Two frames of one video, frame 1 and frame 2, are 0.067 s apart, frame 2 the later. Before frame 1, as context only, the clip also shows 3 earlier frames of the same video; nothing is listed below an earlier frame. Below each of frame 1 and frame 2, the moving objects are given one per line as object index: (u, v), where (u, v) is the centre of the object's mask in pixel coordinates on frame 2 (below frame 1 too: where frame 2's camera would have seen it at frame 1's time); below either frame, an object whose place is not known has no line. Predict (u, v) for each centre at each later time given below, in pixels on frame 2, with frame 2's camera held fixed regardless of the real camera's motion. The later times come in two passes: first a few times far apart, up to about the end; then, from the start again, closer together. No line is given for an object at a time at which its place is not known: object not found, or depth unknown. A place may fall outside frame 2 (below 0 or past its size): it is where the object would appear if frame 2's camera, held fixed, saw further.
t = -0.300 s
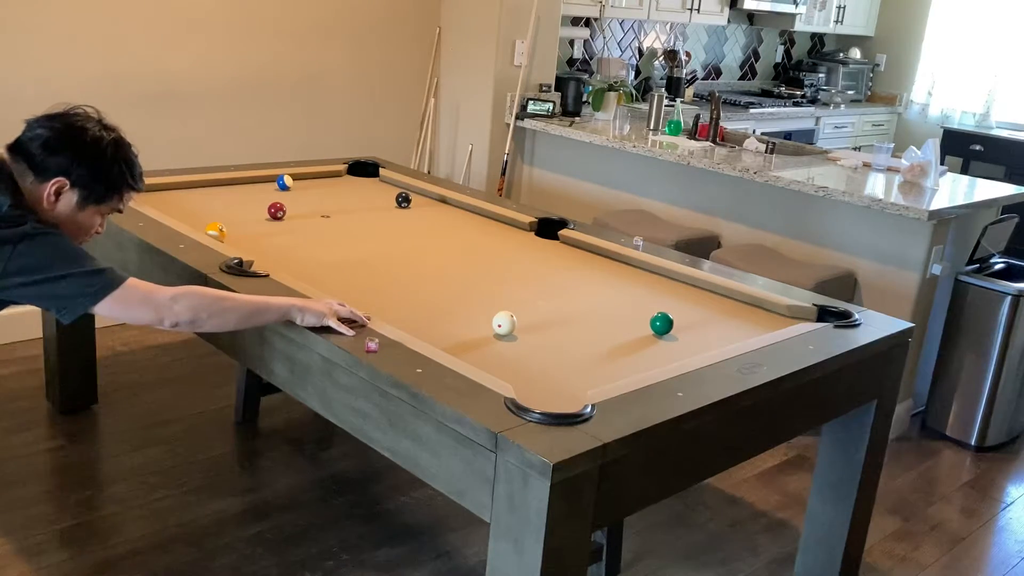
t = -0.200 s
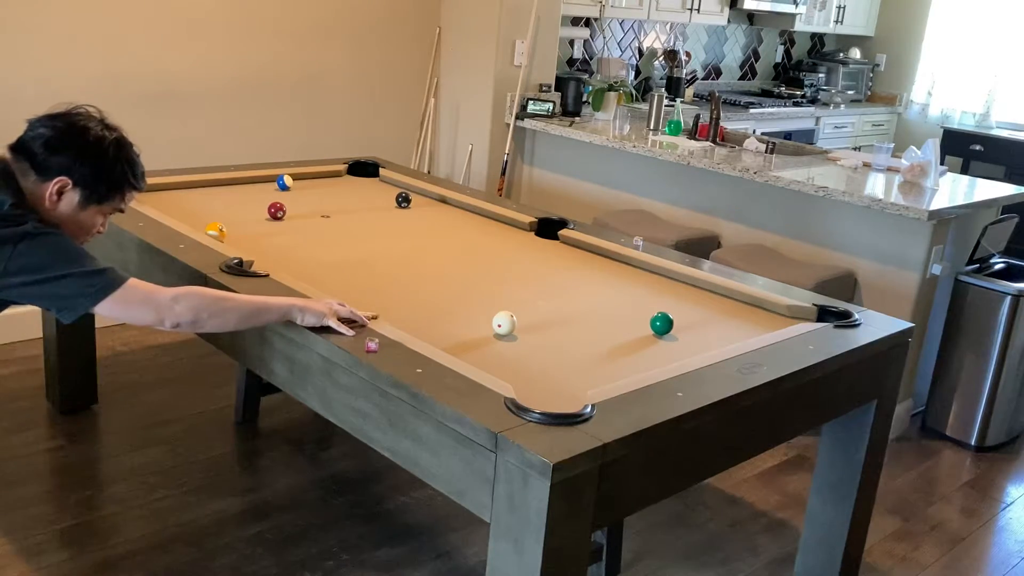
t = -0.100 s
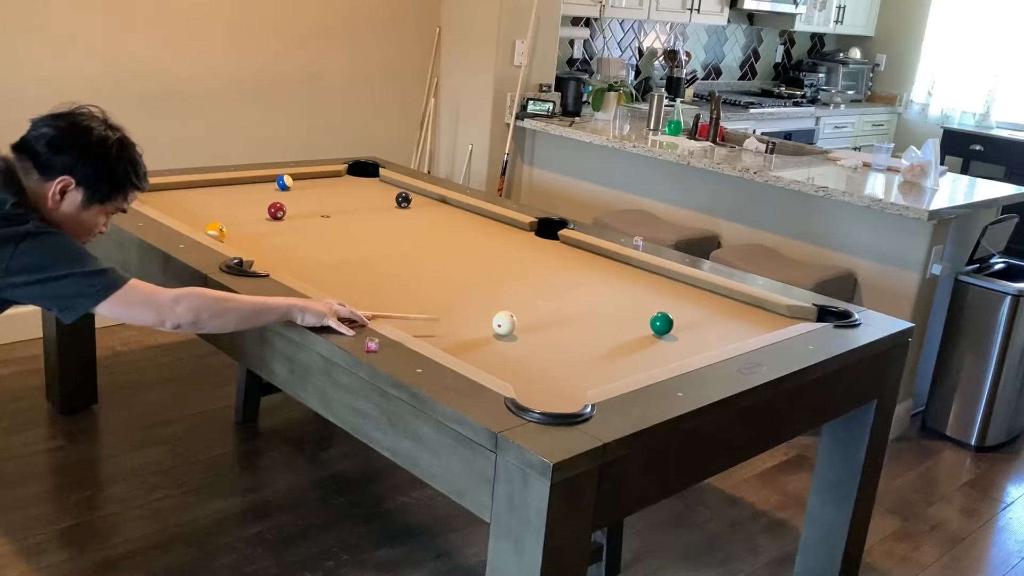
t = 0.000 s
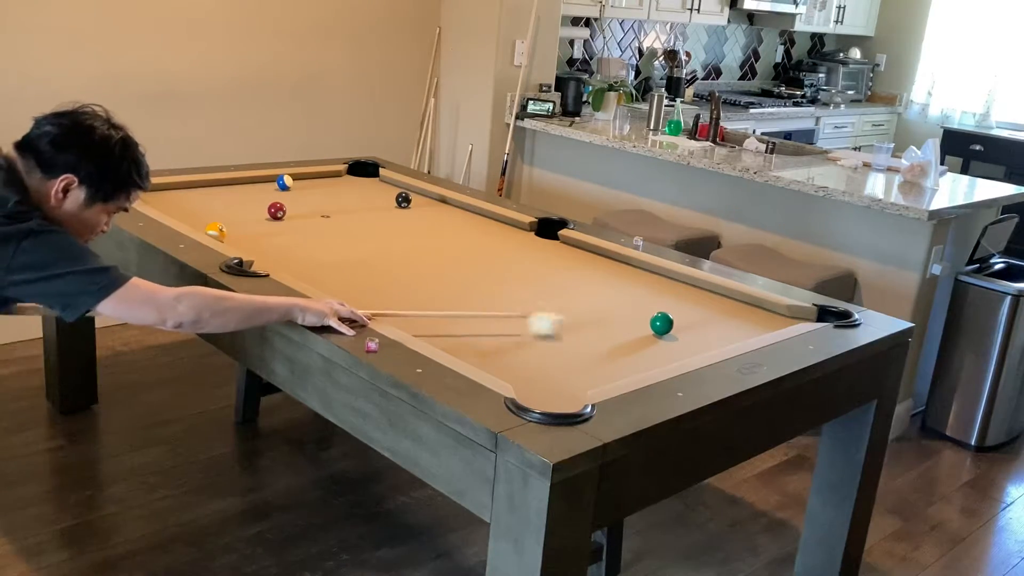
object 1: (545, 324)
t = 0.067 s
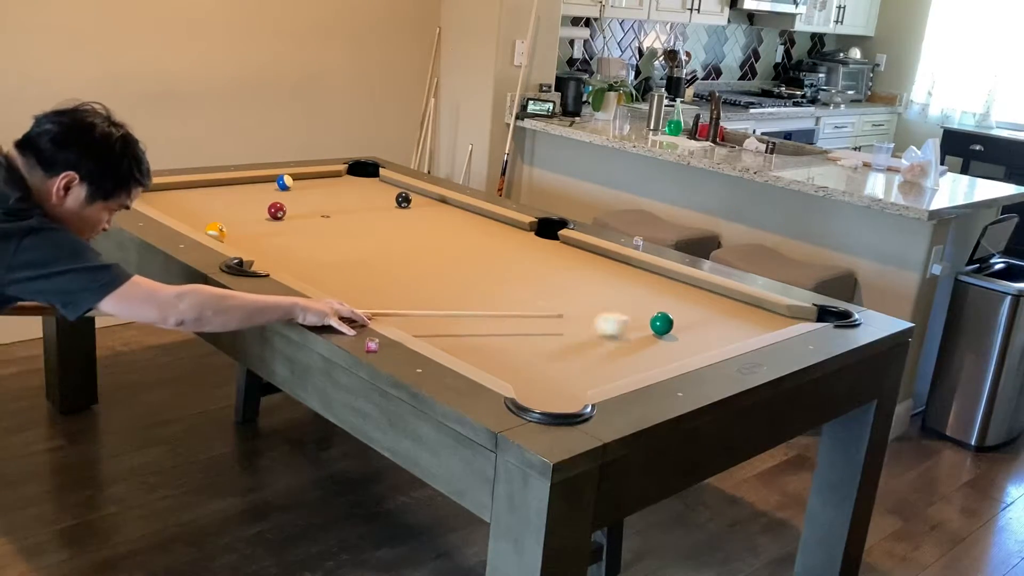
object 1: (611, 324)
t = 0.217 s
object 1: (655, 328)
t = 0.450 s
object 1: (716, 336)
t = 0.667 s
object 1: (746, 328)
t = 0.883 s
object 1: (755, 315)
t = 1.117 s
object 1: (757, 303)
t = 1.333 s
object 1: (722, 299)
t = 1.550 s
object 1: (688, 295)
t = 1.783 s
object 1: (654, 291)
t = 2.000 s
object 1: (625, 286)
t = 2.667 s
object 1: (546, 276)
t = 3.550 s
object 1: (467, 265)
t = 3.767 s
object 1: (452, 263)
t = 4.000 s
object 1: (437, 260)
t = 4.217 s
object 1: (426, 259)
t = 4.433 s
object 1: (415, 257)
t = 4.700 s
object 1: (405, 255)
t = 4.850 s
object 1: (400, 255)
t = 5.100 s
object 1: (393, 254)
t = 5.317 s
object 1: (389, 253)
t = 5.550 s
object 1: (386, 252)
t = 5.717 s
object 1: (385, 252)
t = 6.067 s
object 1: (386, 252)
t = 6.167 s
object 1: (386, 252)
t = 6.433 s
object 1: (386, 252)
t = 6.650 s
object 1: (386, 252)
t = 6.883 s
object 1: (386, 252)
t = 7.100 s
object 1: (386, 252)
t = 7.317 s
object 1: (386, 252)
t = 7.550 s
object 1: (386, 252)
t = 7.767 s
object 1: (386, 252)
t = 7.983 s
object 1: (386, 252)
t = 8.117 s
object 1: (386, 252)
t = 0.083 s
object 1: (625, 324)
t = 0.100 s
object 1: (638, 325)
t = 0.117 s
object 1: (642, 325)
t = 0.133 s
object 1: (643, 326)
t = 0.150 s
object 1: (645, 326)
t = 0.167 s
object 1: (647, 327)
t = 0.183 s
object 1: (649, 327)
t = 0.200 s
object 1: (652, 328)
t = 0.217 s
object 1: (655, 328)
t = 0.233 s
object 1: (658, 329)
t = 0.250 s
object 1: (662, 330)
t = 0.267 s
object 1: (666, 330)
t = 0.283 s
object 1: (670, 330)
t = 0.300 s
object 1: (675, 331)
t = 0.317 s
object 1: (680, 331)
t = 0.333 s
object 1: (684, 332)
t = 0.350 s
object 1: (689, 333)
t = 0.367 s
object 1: (693, 333)
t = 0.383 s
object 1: (698, 334)
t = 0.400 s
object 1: (702, 334)
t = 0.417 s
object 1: (707, 335)
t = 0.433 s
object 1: (711, 335)
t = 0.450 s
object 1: (716, 336)
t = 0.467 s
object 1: (720, 336)
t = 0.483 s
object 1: (724, 336)
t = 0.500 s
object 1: (729, 335)
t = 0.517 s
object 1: (733, 336)
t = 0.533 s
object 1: (737, 335)
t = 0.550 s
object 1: (740, 335)
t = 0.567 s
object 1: (741, 334)
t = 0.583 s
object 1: (743, 332)
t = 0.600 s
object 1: (743, 332)
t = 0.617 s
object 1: (744, 331)
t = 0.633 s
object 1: (744, 330)
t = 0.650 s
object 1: (745, 329)
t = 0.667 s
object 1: (746, 328)
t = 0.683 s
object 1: (747, 328)
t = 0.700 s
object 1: (747, 327)
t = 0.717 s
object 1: (748, 326)
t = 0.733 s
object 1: (749, 325)
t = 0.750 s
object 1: (750, 324)
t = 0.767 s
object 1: (751, 322)
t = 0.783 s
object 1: (752, 321)
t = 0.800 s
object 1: (752, 320)
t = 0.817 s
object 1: (752, 319)
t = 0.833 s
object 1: (753, 318)
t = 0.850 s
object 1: (754, 317)
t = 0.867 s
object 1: (755, 316)
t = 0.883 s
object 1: (755, 315)
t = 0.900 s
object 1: (756, 314)
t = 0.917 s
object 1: (757, 313)
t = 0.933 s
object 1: (757, 312)
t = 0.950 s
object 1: (758, 311)
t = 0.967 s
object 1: (759, 310)
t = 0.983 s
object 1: (759, 309)
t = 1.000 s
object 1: (760, 308)
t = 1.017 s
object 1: (761, 308)
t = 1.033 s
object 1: (762, 307)
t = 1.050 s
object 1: (763, 306)
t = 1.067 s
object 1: (764, 305)
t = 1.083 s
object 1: (763, 304)
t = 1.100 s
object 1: (760, 304)
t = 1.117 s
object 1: (757, 303)
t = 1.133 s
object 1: (754, 303)
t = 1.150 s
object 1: (752, 303)
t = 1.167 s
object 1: (749, 303)
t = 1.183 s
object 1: (746, 302)
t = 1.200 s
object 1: (743, 302)
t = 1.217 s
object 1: (740, 301)
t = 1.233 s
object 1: (738, 301)
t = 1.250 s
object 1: (735, 301)
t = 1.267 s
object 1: (732, 300)
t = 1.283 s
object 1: (730, 300)
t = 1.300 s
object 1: (727, 300)
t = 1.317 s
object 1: (725, 300)
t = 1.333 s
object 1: (722, 299)
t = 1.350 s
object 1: (719, 299)
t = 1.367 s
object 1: (716, 299)
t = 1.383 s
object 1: (713, 298)
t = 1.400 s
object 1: (711, 298)
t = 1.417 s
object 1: (709, 297)
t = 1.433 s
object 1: (705, 297)
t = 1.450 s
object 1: (703, 297)
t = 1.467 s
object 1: (701, 297)
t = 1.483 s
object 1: (698, 296)
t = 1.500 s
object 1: (696, 295)
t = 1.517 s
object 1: (693, 296)
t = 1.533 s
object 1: (691, 295)
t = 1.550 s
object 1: (688, 295)
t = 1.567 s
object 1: (686, 295)
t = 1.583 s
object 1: (683, 294)
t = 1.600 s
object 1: (681, 294)
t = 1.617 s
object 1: (678, 294)
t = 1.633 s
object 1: (676, 293)
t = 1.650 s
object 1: (673, 293)
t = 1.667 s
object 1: (671, 293)
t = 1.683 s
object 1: (669, 293)
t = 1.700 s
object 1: (666, 292)
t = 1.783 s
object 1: (654, 291)
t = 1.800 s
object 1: (652, 290)
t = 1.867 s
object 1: (642, 289)
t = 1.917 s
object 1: (635, 288)
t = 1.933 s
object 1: (633, 288)
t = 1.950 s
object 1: (631, 287)
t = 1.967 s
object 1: (629, 287)
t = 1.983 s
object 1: (627, 287)
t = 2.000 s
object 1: (625, 286)
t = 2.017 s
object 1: (623, 286)
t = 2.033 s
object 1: (621, 286)
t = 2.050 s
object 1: (619, 286)
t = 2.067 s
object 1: (616, 286)
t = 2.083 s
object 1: (614, 285)
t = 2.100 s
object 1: (612, 285)
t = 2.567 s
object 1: (556, 278)
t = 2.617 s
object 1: (550, 277)
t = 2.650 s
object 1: (547, 276)
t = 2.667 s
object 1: (546, 276)
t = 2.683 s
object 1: (544, 276)
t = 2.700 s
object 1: (543, 277)
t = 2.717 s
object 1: (543, 280)
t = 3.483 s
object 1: (472, 266)
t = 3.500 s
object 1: (471, 265)
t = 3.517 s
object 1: (470, 265)
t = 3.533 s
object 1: (468, 265)
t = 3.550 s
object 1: (467, 265)
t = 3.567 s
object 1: (466, 265)
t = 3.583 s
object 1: (465, 264)
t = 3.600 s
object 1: (463, 264)
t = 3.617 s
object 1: (462, 264)
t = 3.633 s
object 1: (461, 264)
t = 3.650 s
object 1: (460, 264)
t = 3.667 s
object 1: (458, 263)
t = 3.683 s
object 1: (457, 263)
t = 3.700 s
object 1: (456, 263)
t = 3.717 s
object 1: (455, 263)
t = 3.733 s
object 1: (454, 263)
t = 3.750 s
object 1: (453, 263)
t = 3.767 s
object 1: (452, 263)
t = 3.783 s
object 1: (451, 262)
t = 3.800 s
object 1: (450, 262)
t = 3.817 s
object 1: (448, 262)
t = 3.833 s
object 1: (448, 262)
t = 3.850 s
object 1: (446, 262)
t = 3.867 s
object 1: (445, 262)
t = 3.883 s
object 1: (445, 262)
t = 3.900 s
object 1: (444, 262)
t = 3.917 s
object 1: (442, 261)
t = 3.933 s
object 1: (441, 261)
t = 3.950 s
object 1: (440, 261)
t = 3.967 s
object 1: (439, 261)
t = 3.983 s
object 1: (438, 261)
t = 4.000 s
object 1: (437, 260)
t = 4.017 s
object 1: (437, 260)
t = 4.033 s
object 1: (435, 260)
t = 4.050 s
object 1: (434, 260)
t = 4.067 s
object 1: (433, 260)
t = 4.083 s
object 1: (433, 260)
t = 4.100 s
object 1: (432, 259)
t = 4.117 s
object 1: (431, 259)
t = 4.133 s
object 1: (430, 259)
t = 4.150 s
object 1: (429, 259)
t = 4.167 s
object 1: (428, 259)
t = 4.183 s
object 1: (427, 259)
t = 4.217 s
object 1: (426, 259)
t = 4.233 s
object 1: (425, 259)
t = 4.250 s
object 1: (424, 258)
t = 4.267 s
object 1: (423, 258)
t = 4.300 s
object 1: (421, 258)
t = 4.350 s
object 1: (419, 258)
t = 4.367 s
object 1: (418, 257)
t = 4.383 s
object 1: (418, 257)
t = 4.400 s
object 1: (417, 257)
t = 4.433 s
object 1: (415, 257)
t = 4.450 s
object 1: (414, 257)
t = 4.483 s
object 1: (413, 257)
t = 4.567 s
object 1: (410, 256)
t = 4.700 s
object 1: (405, 255)
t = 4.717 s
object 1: (404, 255)
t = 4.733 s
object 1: (403, 255)
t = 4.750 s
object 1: (403, 255)
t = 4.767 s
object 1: (402, 255)
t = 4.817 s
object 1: (401, 255)
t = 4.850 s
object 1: (400, 255)
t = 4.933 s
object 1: (397, 254)
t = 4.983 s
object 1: (396, 254)
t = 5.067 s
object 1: (394, 254)
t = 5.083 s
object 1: (393, 254)
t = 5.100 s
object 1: (393, 254)
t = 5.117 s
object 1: (393, 254)
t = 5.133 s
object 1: (392, 254)
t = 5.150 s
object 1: (392, 254)
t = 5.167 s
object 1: (392, 254)
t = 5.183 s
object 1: (391, 253)
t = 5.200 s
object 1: (391, 253)
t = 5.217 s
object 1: (391, 253)
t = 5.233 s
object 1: (390, 253)
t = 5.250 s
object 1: (390, 253)
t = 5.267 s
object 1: (390, 253)
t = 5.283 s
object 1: (389, 253)
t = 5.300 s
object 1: (389, 253)
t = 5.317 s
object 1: (389, 253)
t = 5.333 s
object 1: (388, 253)
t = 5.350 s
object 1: (388, 253)
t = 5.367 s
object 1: (388, 253)
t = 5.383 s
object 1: (388, 253)
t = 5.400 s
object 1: (387, 253)
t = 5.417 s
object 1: (387, 252)
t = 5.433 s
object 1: (387, 252)
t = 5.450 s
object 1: (387, 252)
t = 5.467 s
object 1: (387, 252)
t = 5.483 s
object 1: (386, 252)
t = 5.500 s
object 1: (386, 252)
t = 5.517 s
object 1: (386, 252)
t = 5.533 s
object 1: (386, 252)
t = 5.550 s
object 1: (386, 252)
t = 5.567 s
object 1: (386, 252)
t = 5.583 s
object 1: (386, 252)
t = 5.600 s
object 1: (385, 252)
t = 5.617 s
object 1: (385, 252)
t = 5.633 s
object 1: (385, 252)
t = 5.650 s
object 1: (385, 252)
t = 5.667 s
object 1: (385, 252)
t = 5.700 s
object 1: (385, 252)
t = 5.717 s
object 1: (385, 252)
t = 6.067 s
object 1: (386, 252)
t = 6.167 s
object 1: (386, 252)
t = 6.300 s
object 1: (386, 252)
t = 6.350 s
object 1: (386, 252)
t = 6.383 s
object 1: (386, 252)
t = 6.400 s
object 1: (386, 252)
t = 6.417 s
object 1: (386, 252)
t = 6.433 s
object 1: (386, 252)
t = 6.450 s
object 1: (386, 252)
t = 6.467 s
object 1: (386, 252)
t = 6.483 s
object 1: (386, 252)
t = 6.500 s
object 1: (386, 252)
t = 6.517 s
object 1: (386, 252)
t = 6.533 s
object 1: (386, 252)
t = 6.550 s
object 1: (386, 252)
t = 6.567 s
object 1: (386, 252)
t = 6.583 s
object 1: (386, 252)
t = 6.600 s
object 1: (386, 252)
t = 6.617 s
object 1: (386, 252)
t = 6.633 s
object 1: (386, 252)
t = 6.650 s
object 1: (386, 252)
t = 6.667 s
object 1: (386, 252)
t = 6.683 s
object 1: (386, 252)
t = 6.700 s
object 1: (386, 252)
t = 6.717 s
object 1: (386, 252)
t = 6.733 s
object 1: (386, 252)
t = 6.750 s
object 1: (386, 252)
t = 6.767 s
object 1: (386, 252)
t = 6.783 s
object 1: (386, 252)
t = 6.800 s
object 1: (386, 252)
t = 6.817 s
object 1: (386, 252)
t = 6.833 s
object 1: (386, 252)
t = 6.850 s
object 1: (386, 252)
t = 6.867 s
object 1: (386, 252)
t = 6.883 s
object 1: (386, 252)
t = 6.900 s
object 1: (386, 252)
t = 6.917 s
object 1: (386, 252)
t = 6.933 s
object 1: (386, 252)
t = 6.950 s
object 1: (386, 252)
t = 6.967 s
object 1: (386, 252)
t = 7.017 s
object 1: (386, 252)
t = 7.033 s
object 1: (386, 252)
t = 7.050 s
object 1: (386, 252)
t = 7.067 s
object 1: (386, 252)
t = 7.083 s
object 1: (386, 252)
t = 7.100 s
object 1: (386, 252)
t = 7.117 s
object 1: (386, 252)
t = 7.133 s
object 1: (386, 252)
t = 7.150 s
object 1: (386, 252)
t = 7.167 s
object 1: (386, 252)
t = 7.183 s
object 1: (386, 252)
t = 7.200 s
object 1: (386, 252)
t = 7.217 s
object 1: (386, 252)
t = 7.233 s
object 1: (386, 252)
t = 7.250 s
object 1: (386, 252)
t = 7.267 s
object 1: (386, 252)
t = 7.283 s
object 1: (386, 252)
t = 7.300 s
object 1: (386, 252)
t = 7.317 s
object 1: (386, 252)
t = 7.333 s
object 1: (386, 252)
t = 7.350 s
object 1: (386, 252)
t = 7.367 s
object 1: (386, 252)
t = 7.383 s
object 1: (386, 252)
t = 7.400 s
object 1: (386, 252)
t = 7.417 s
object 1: (386, 252)
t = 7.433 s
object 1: (386, 252)
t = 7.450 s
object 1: (386, 252)
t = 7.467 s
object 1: (386, 252)
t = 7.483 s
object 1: (386, 252)
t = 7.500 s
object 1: (386, 252)
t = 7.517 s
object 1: (386, 252)
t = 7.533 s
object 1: (386, 252)
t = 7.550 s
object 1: (386, 252)
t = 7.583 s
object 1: (386, 252)
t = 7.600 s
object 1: (386, 252)
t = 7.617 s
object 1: (386, 252)
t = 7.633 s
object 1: (386, 252)
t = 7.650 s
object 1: (386, 252)
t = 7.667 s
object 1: (386, 252)
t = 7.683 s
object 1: (386, 252)
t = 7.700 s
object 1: (386, 252)
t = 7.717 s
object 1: (386, 252)
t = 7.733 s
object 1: (386, 252)
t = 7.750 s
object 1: (386, 252)
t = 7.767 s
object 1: (386, 252)
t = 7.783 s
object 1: (386, 252)
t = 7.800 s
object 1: (386, 252)
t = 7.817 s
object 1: (386, 252)
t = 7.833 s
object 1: (386, 252)
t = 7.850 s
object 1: (386, 252)
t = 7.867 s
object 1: (386, 252)
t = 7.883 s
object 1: (386, 252)
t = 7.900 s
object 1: (386, 252)
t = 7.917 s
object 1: (386, 252)
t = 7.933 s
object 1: (386, 252)
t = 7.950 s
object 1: (386, 252)
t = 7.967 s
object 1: (386, 252)
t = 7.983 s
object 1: (386, 252)
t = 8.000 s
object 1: (386, 252)
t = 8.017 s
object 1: (386, 252)
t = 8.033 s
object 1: (386, 252)
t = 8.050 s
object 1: (386, 252)
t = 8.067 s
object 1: (386, 252)
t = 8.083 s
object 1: (386, 252)
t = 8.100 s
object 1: (386, 252)
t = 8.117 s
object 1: (386, 252)
